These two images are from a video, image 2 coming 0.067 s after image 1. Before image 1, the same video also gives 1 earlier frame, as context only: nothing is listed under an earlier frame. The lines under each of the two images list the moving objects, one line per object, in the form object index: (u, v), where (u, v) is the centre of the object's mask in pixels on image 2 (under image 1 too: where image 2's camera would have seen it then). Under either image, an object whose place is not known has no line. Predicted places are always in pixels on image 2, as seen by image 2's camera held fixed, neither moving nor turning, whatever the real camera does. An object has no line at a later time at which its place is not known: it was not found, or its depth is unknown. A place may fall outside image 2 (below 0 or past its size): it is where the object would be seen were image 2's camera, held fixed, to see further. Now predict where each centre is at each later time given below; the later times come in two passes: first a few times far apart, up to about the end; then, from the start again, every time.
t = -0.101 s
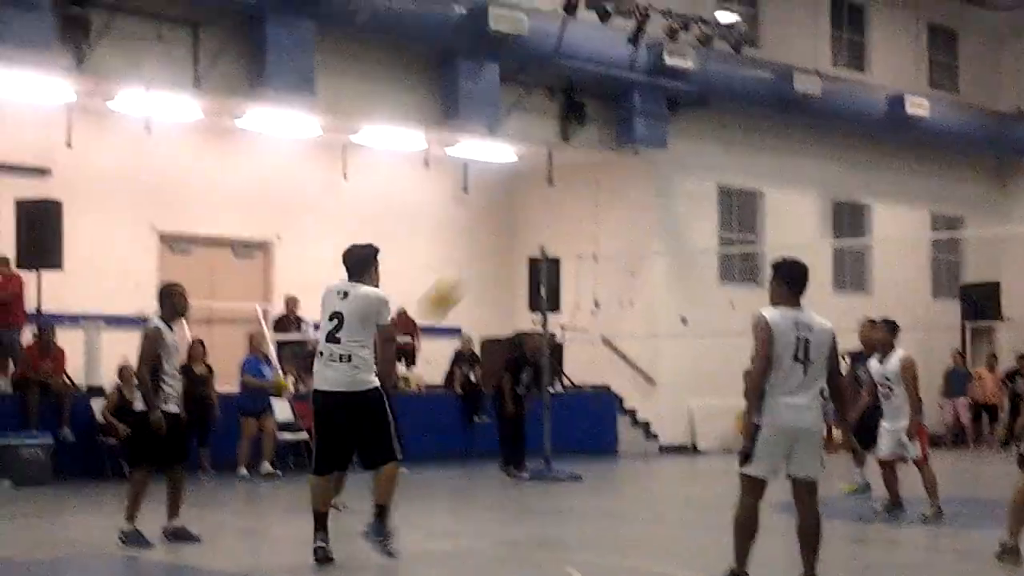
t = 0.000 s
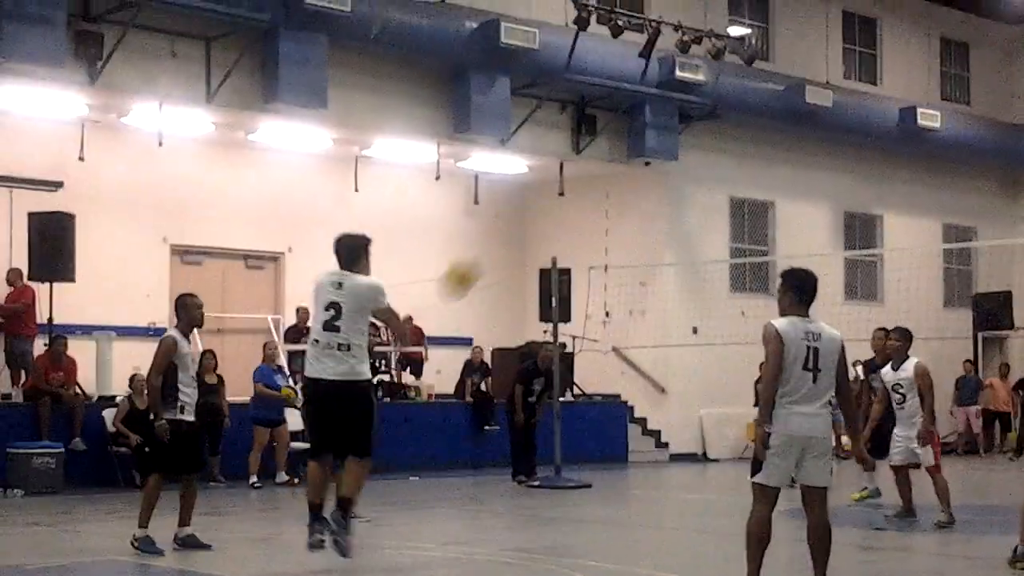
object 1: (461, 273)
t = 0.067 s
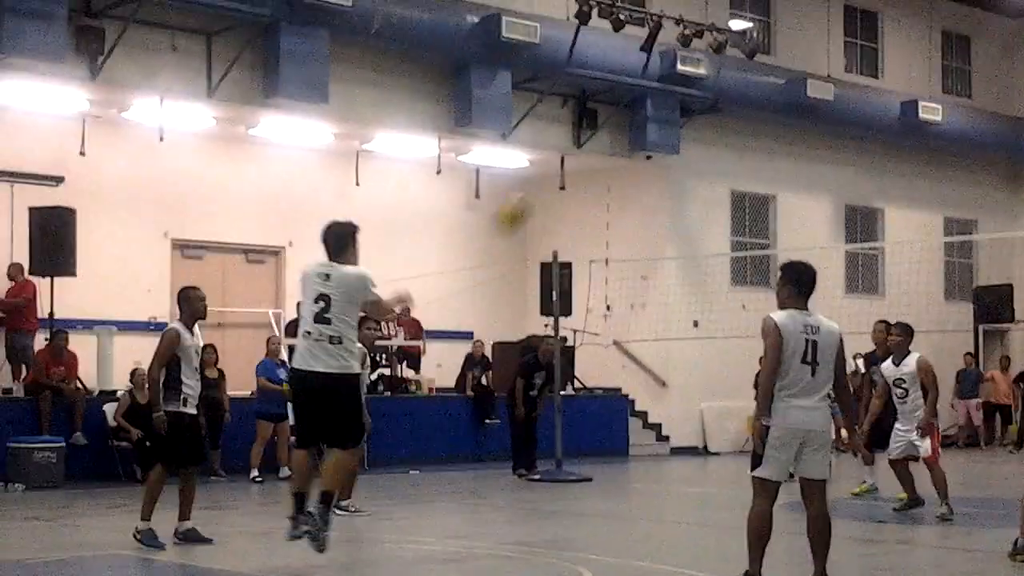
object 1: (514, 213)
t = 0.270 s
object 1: (652, 88)
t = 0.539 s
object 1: (812, 26)
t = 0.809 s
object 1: (949, 57)
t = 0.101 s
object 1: (536, 187)
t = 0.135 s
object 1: (561, 165)
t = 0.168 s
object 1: (585, 141)
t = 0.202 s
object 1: (609, 121)
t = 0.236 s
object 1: (630, 104)
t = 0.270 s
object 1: (652, 88)
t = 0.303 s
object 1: (672, 76)
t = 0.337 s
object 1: (693, 64)
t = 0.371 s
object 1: (715, 53)
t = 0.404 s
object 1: (735, 44)
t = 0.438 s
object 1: (754, 39)
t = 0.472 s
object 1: (775, 32)
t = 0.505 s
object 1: (794, 28)
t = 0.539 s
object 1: (812, 26)
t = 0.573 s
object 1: (831, 25)
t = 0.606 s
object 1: (849, 26)
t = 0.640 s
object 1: (866, 27)
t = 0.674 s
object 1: (883, 30)
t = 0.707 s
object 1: (899, 34)
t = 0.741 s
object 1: (915, 41)
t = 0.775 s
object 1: (932, 47)
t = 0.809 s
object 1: (949, 57)
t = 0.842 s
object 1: (965, 68)
